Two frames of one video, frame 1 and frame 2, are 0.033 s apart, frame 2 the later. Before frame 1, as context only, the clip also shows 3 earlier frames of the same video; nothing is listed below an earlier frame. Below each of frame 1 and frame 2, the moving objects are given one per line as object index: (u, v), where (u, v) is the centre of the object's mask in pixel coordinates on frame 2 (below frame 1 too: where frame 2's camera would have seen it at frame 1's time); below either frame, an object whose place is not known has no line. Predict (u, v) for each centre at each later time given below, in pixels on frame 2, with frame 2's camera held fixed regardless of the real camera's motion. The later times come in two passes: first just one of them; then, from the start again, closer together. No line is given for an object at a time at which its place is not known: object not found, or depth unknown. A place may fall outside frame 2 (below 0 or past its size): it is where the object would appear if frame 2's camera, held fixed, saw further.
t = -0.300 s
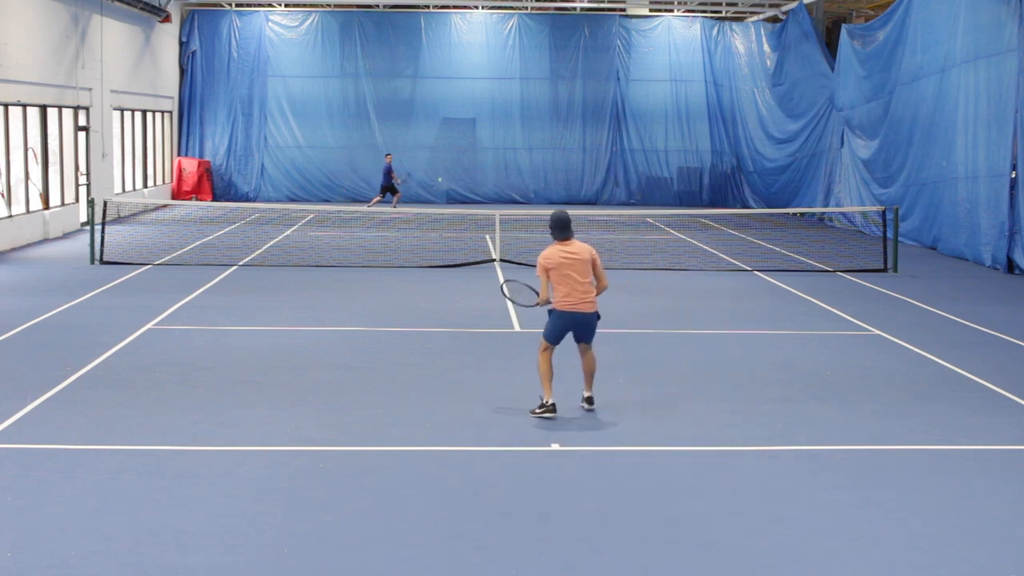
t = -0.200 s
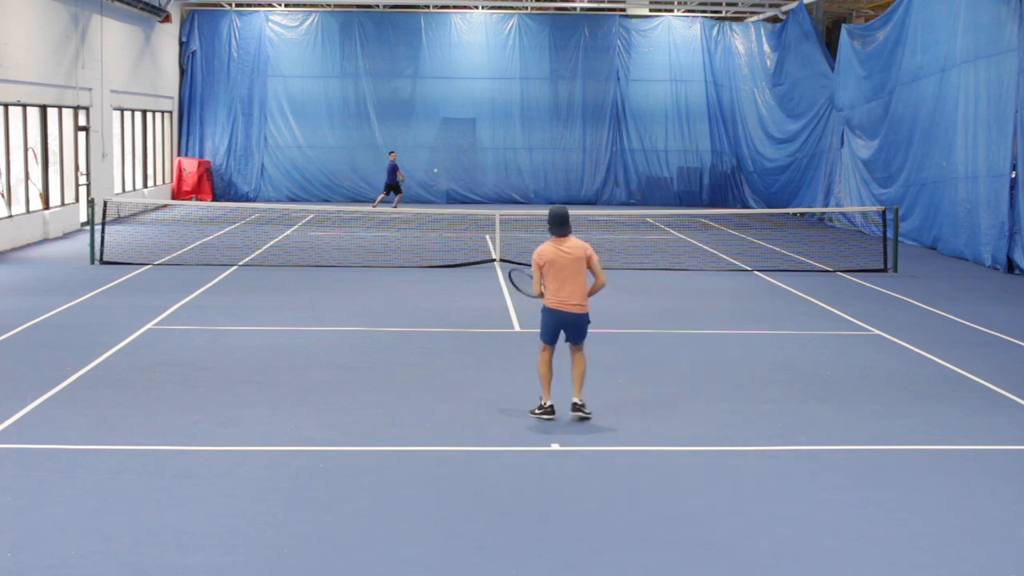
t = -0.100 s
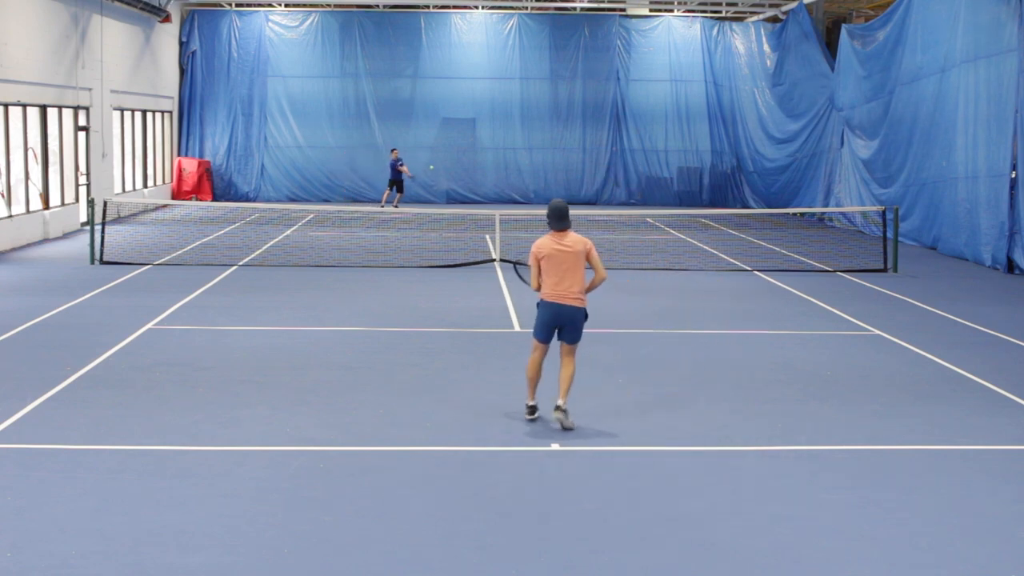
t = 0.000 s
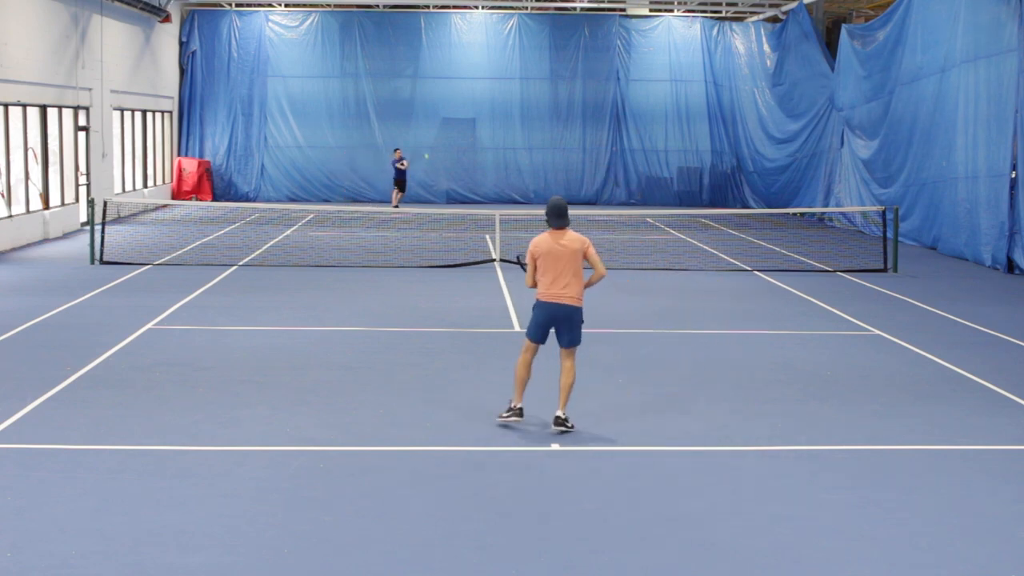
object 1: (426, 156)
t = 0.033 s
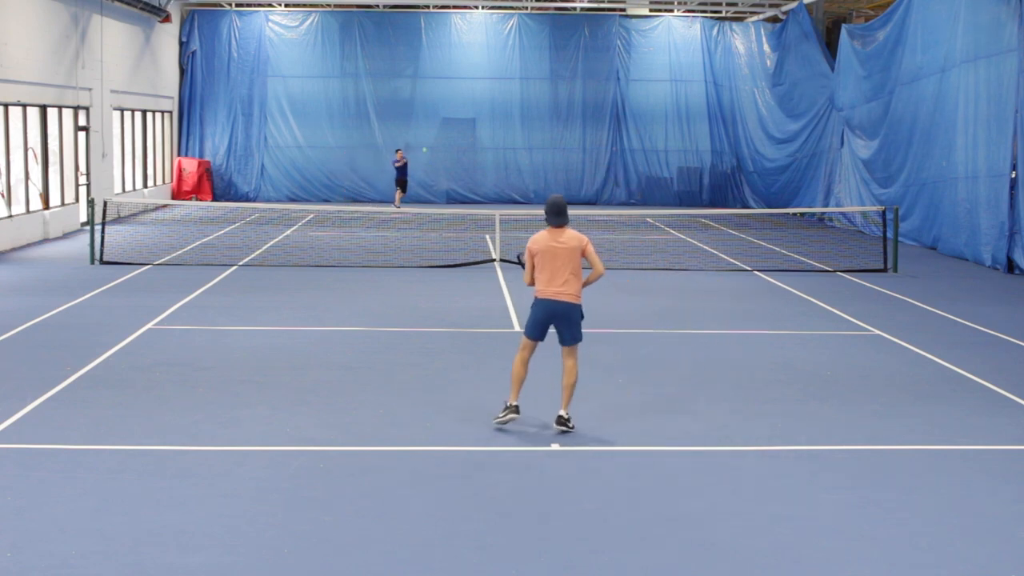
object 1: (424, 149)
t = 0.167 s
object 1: (416, 128)
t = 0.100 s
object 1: (420, 138)
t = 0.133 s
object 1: (418, 133)
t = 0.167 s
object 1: (416, 128)
